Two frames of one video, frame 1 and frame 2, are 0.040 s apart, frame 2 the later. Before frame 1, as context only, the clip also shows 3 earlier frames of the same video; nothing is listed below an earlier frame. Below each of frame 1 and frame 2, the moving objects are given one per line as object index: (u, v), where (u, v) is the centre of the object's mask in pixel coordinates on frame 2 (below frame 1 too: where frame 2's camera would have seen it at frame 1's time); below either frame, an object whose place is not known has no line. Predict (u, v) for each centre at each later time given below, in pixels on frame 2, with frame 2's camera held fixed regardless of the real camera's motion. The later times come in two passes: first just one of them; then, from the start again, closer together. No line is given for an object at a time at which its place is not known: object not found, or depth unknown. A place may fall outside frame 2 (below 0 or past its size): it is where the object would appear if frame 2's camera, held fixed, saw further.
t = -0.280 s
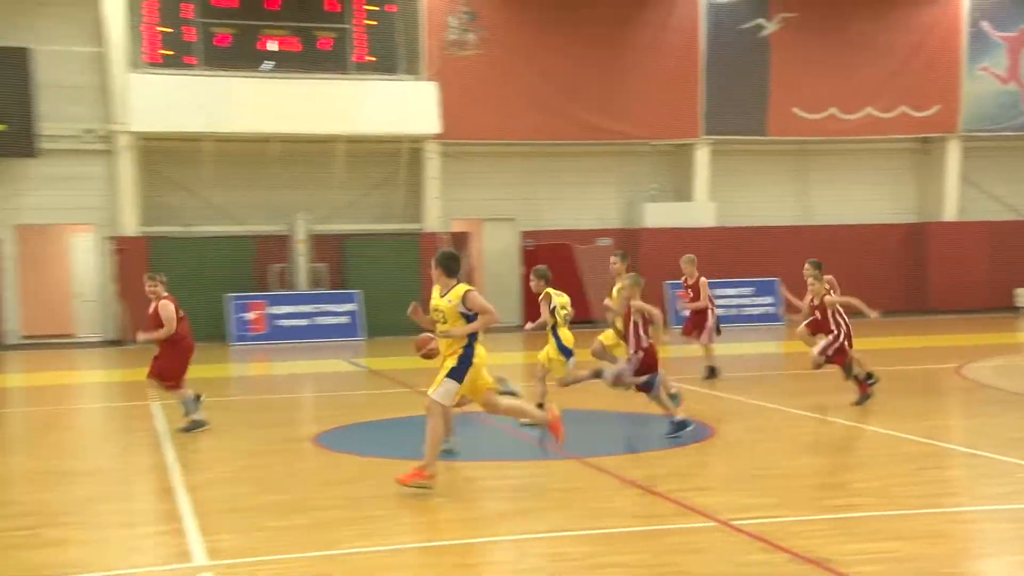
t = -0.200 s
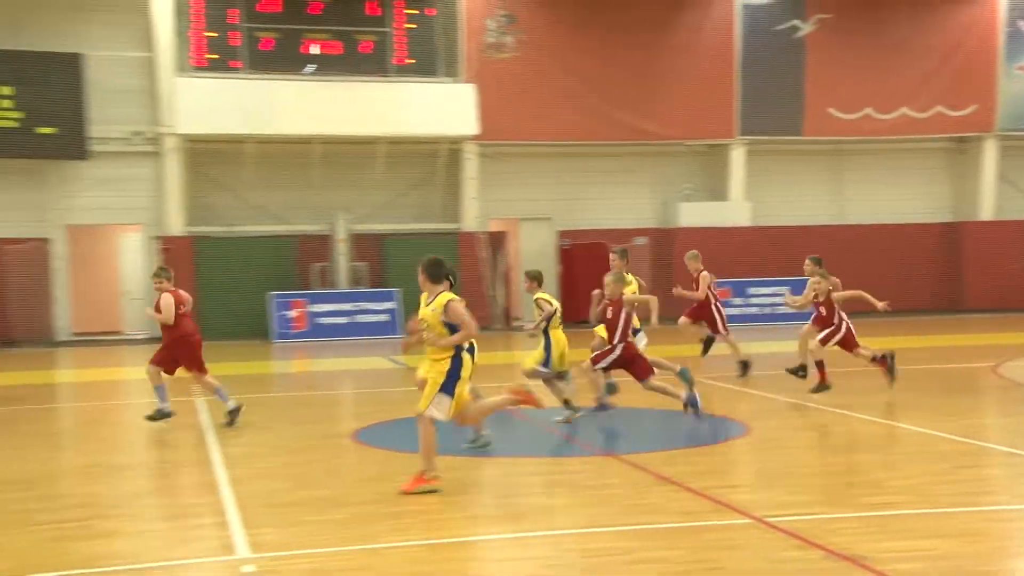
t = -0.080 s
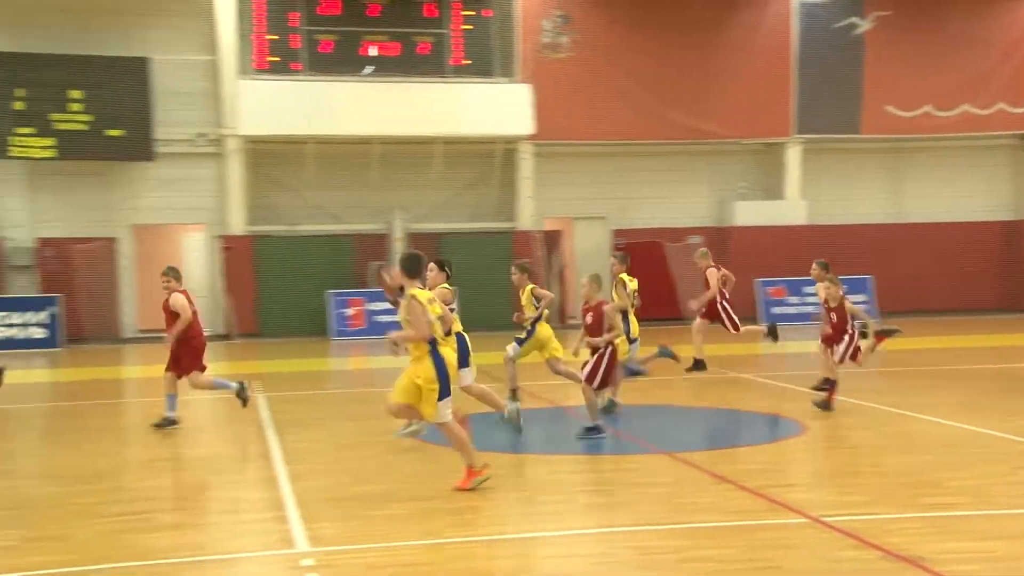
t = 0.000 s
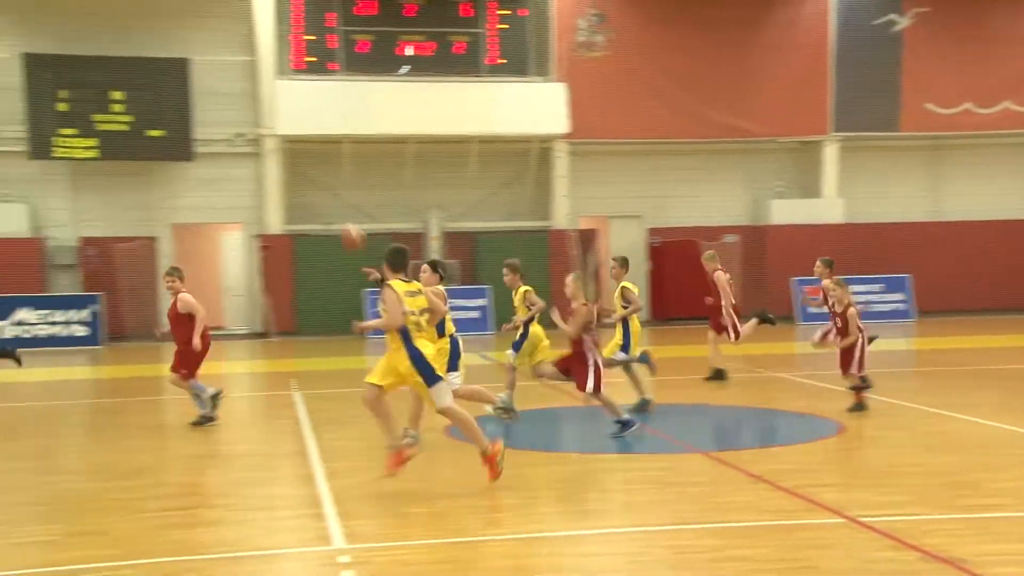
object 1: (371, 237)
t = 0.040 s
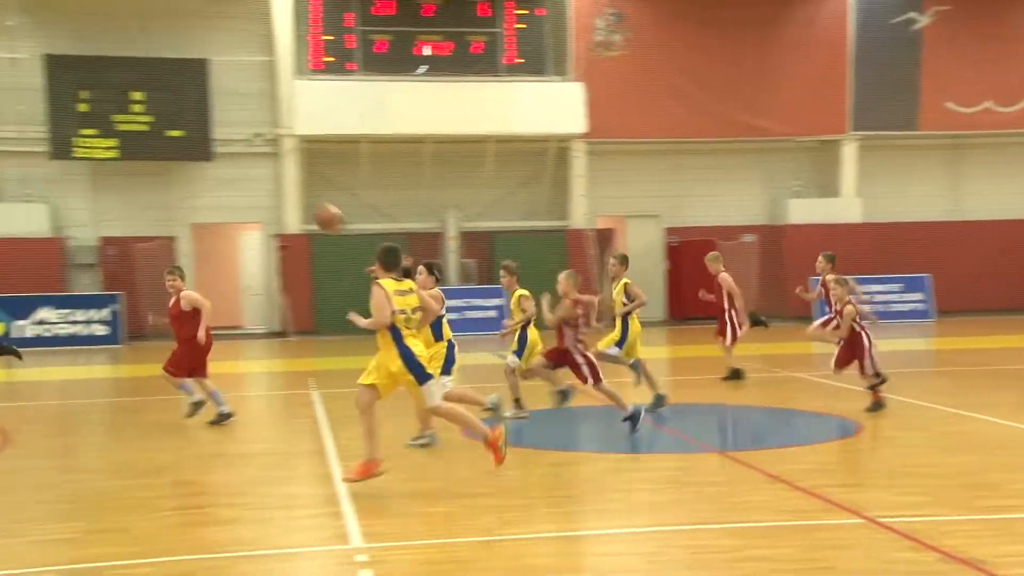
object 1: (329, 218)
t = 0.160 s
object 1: (202, 170)
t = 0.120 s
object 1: (245, 185)
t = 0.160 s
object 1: (202, 170)
